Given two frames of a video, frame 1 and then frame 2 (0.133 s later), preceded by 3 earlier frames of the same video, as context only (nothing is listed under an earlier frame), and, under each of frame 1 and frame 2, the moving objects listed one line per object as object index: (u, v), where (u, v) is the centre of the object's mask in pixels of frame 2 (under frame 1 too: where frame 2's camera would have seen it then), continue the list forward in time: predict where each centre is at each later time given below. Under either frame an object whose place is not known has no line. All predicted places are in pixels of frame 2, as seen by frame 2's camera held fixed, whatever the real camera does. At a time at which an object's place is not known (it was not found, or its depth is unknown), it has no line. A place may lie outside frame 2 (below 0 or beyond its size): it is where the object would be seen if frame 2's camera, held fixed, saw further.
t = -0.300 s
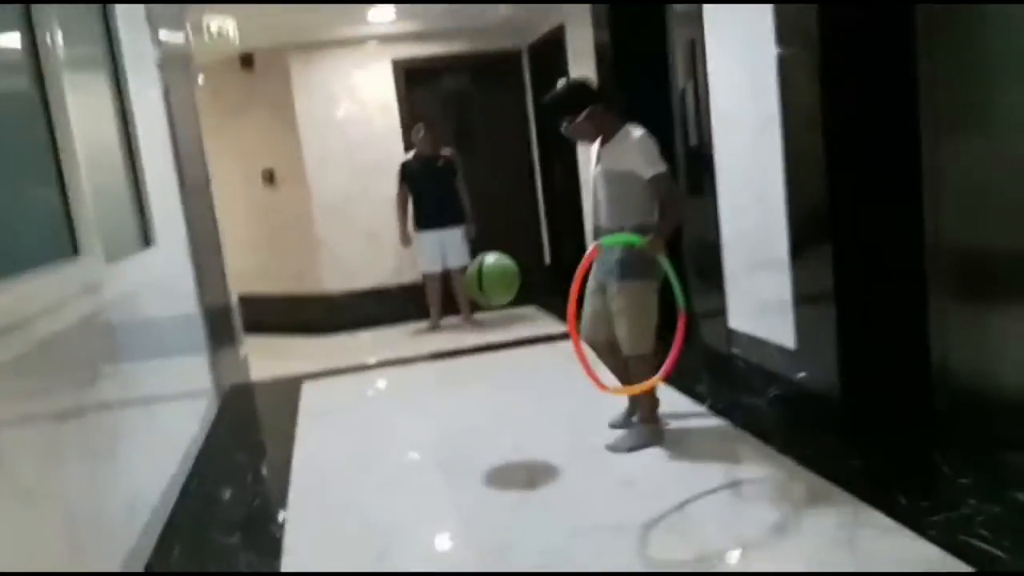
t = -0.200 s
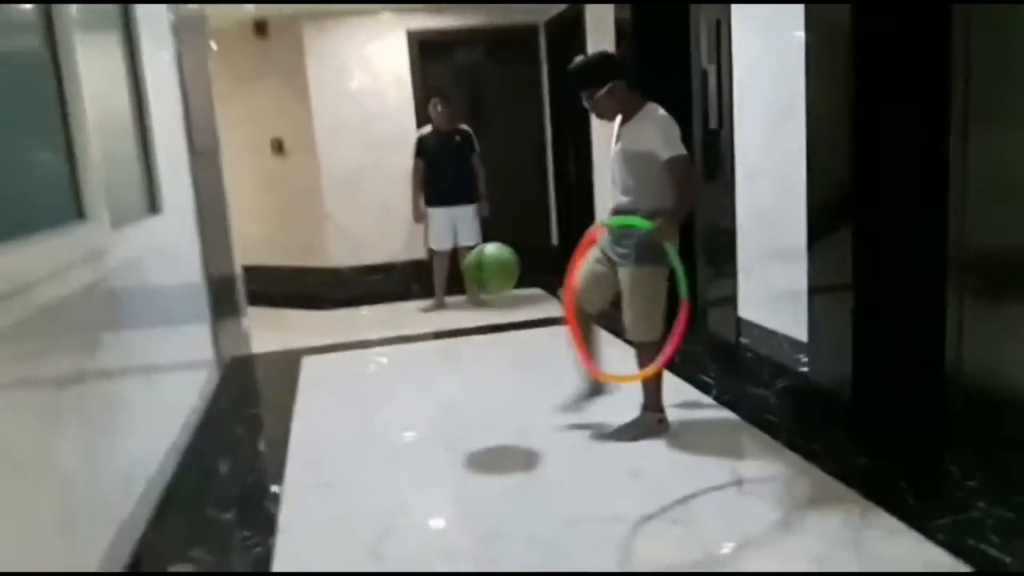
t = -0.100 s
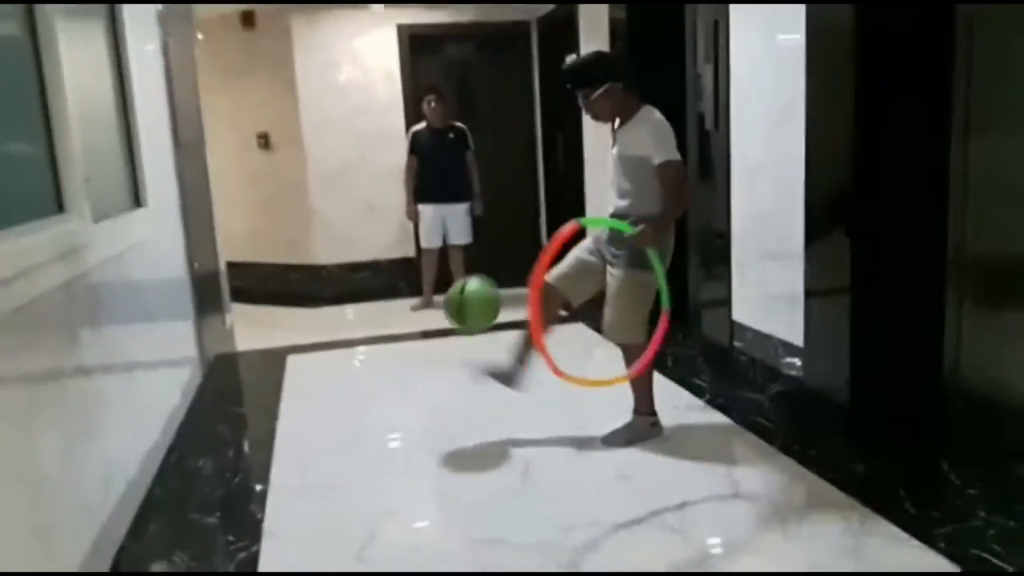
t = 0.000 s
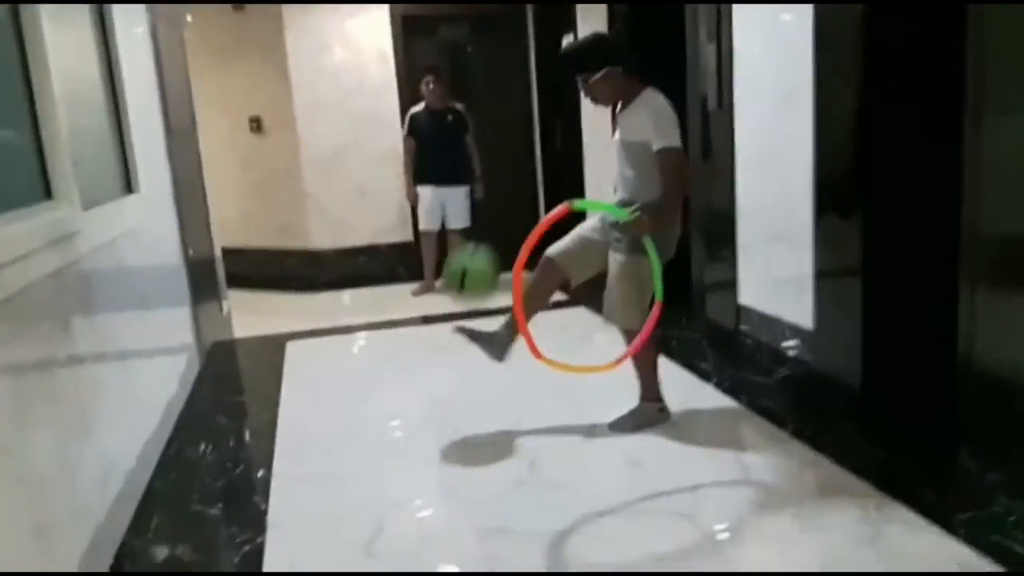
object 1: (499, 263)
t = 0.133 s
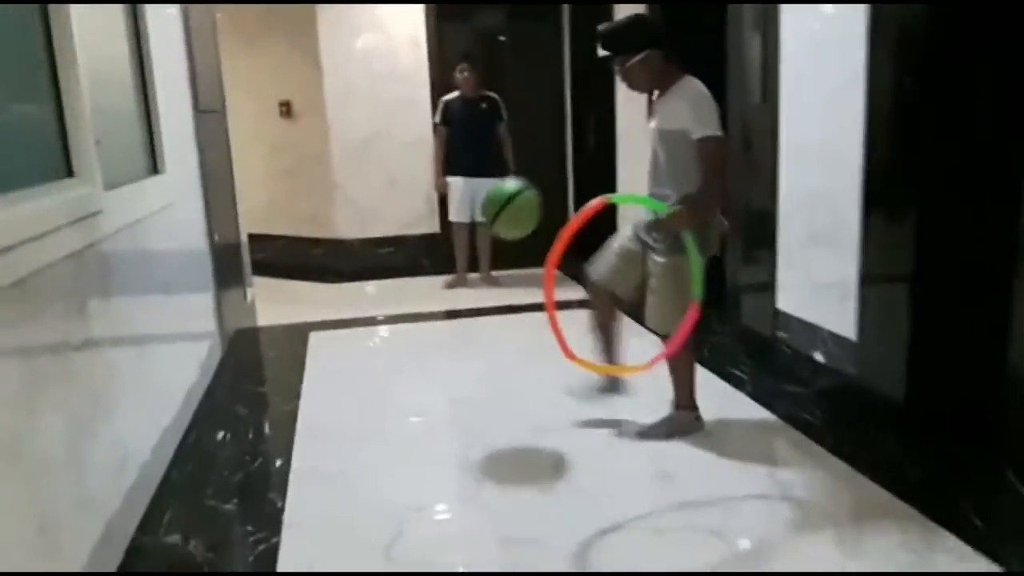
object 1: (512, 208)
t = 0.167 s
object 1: (515, 199)
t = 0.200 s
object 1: (520, 193)
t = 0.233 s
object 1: (524, 190)
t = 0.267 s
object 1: (528, 189)
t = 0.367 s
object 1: (541, 207)
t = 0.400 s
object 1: (546, 221)
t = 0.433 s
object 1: (554, 236)
